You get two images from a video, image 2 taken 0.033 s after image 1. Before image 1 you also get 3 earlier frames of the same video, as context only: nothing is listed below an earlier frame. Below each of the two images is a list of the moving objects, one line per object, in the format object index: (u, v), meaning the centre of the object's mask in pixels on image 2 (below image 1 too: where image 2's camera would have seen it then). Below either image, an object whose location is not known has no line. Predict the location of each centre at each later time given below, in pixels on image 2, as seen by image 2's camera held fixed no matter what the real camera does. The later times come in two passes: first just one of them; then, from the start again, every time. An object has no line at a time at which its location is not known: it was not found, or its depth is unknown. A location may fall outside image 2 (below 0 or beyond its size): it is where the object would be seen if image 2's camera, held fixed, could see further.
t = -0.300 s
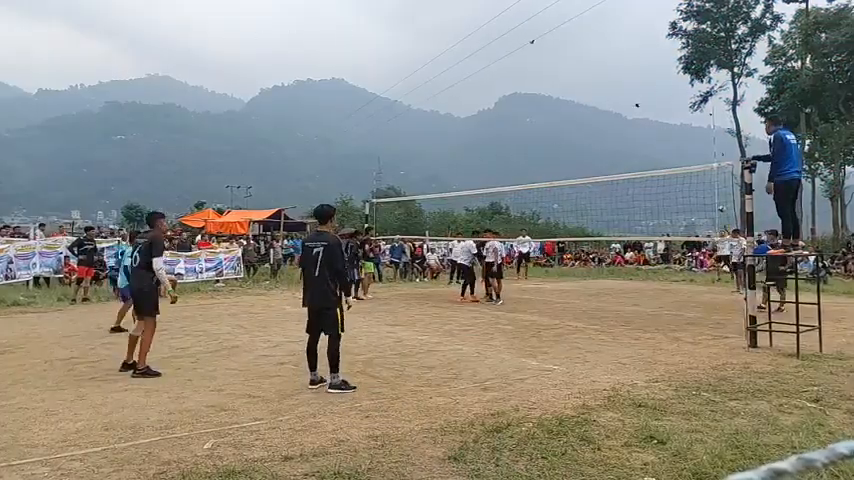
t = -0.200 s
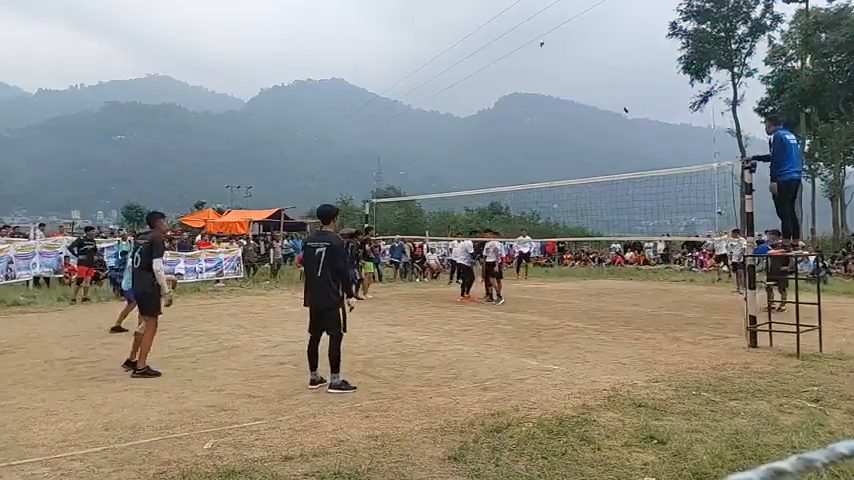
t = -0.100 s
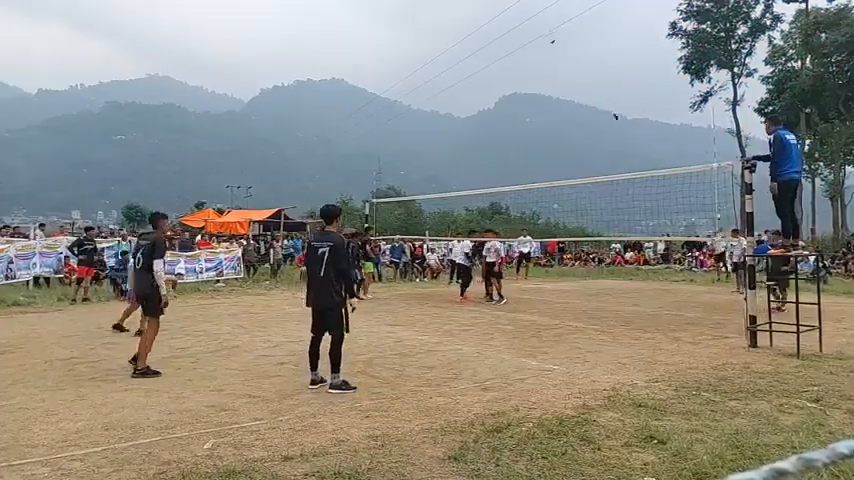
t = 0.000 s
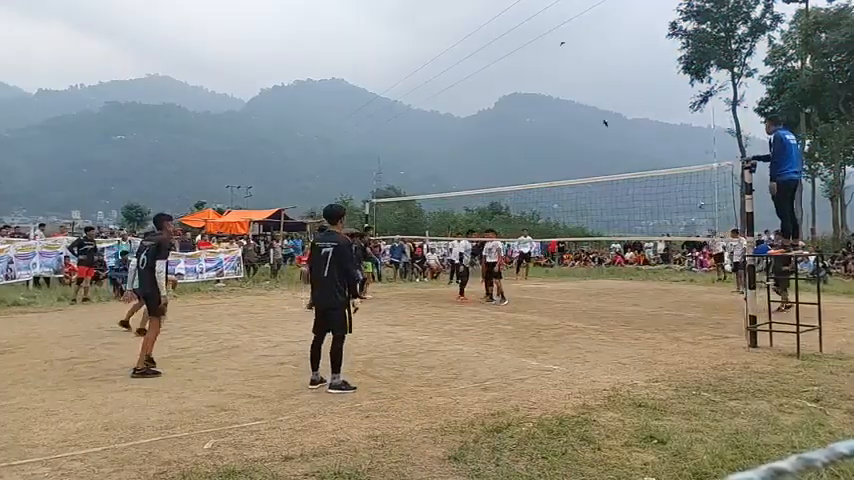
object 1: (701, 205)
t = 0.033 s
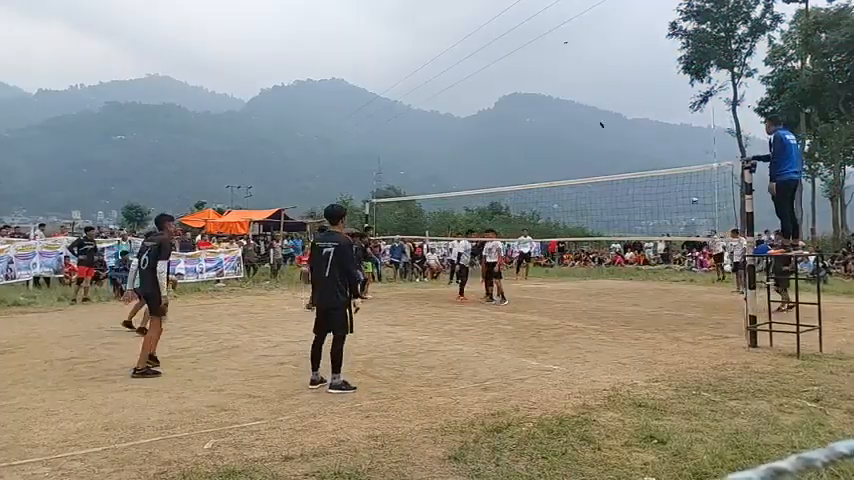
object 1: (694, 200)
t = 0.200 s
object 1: (656, 182)
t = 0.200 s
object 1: (656, 182)
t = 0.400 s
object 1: (602, 171)
